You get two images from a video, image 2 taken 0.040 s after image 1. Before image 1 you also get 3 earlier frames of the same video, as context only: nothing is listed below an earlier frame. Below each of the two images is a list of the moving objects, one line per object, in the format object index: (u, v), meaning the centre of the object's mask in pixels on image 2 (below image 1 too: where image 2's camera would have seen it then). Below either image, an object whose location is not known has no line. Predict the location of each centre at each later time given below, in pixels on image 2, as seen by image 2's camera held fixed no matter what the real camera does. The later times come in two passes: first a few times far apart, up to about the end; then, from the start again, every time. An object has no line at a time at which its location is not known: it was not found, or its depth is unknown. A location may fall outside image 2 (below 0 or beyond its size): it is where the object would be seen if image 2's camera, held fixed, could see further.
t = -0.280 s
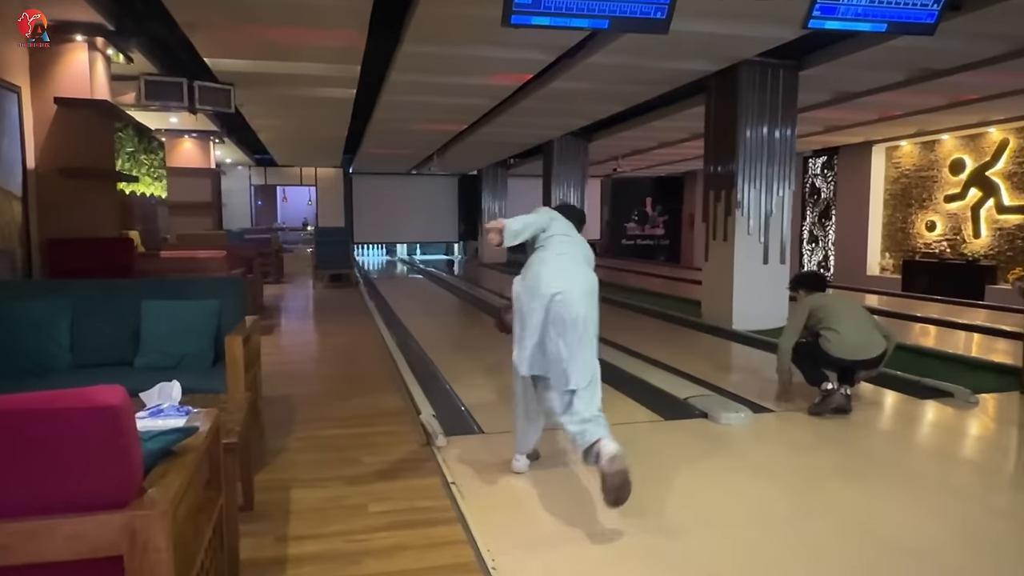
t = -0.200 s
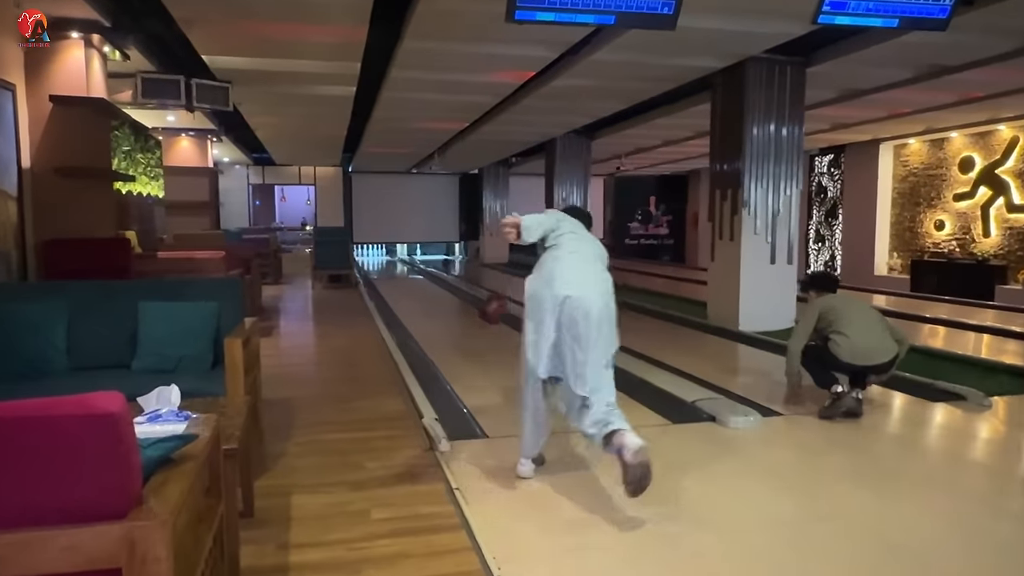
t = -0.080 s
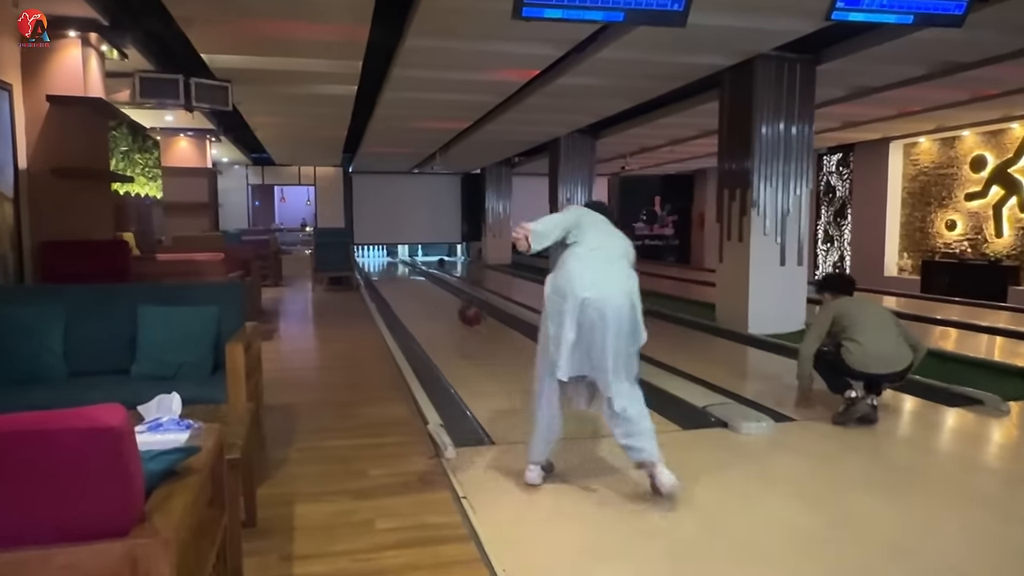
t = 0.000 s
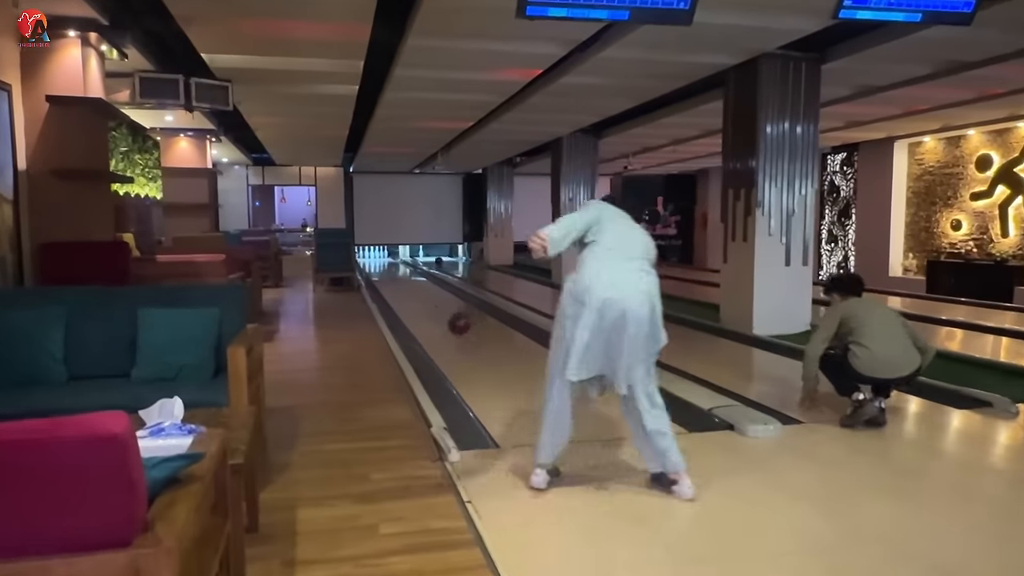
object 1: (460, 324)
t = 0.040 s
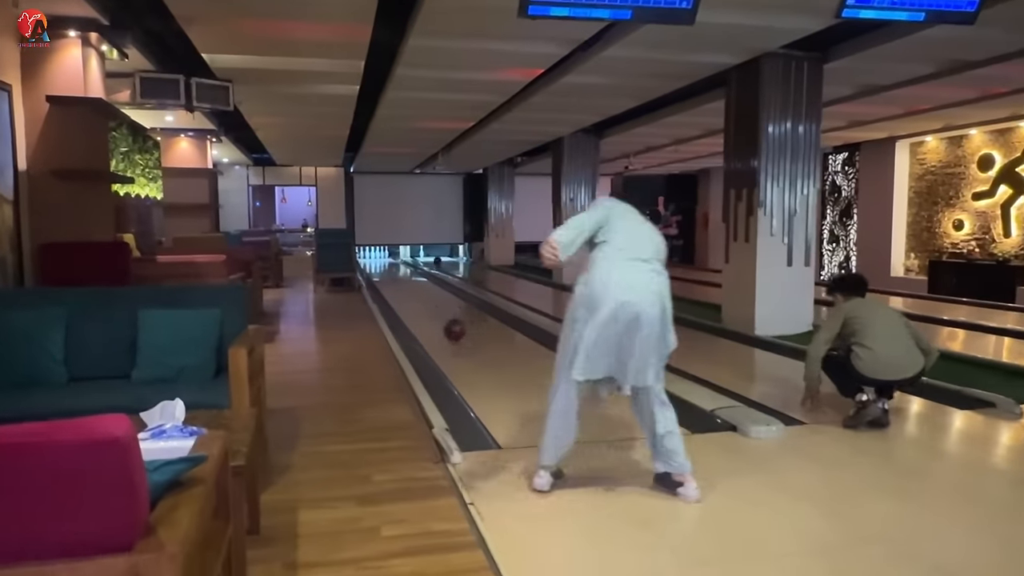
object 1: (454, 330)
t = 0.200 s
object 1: (434, 316)
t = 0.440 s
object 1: (413, 300)
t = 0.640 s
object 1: (400, 291)
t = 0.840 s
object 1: (390, 284)
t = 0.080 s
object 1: (449, 326)
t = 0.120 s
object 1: (443, 322)
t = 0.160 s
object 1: (439, 319)
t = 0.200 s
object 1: (434, 316)
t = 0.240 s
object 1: (430, 313)
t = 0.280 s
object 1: (426, 310)
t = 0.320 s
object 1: (423, 308)
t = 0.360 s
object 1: (419, 305)
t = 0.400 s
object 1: (416, 302)
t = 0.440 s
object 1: (413, 300)
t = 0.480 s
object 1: (410, 298)
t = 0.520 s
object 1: (407, 296)
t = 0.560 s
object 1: (405, 294)
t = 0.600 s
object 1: (403, 292)
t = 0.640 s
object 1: (400, 291)
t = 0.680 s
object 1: (398, 289)
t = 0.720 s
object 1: (396, 287)
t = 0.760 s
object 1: (393, 286)
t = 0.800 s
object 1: (392, 285)
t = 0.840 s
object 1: (390, 284)
